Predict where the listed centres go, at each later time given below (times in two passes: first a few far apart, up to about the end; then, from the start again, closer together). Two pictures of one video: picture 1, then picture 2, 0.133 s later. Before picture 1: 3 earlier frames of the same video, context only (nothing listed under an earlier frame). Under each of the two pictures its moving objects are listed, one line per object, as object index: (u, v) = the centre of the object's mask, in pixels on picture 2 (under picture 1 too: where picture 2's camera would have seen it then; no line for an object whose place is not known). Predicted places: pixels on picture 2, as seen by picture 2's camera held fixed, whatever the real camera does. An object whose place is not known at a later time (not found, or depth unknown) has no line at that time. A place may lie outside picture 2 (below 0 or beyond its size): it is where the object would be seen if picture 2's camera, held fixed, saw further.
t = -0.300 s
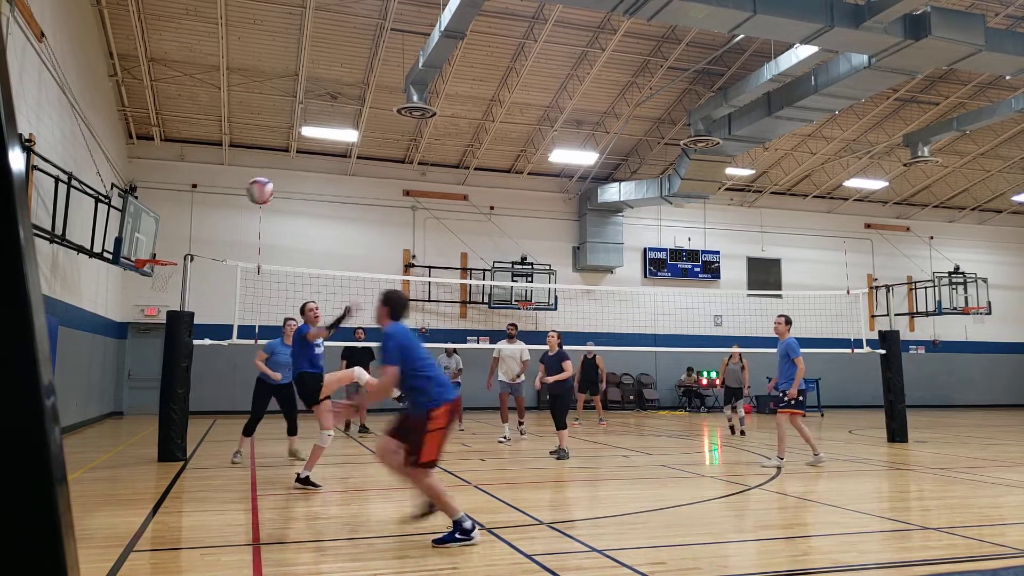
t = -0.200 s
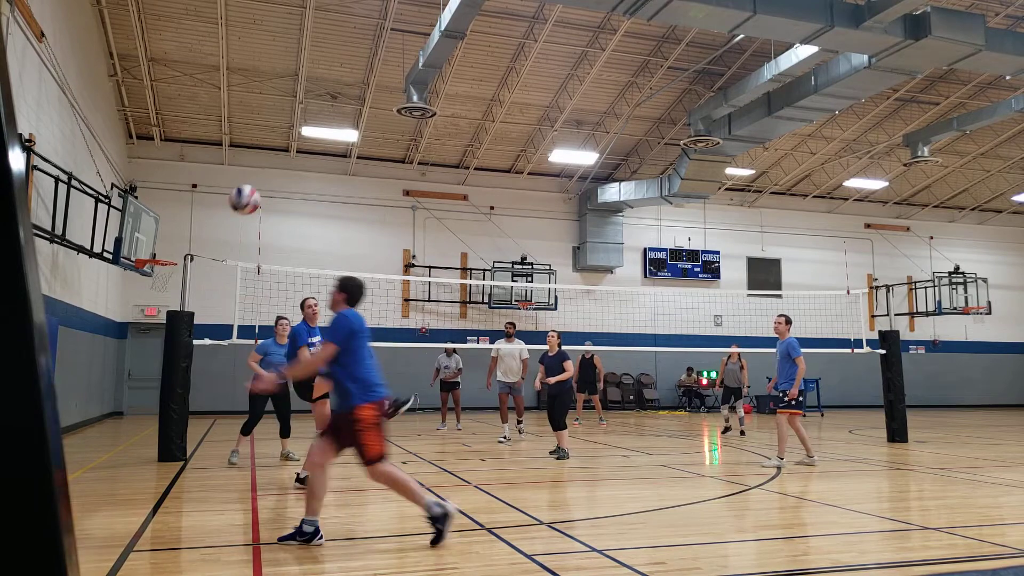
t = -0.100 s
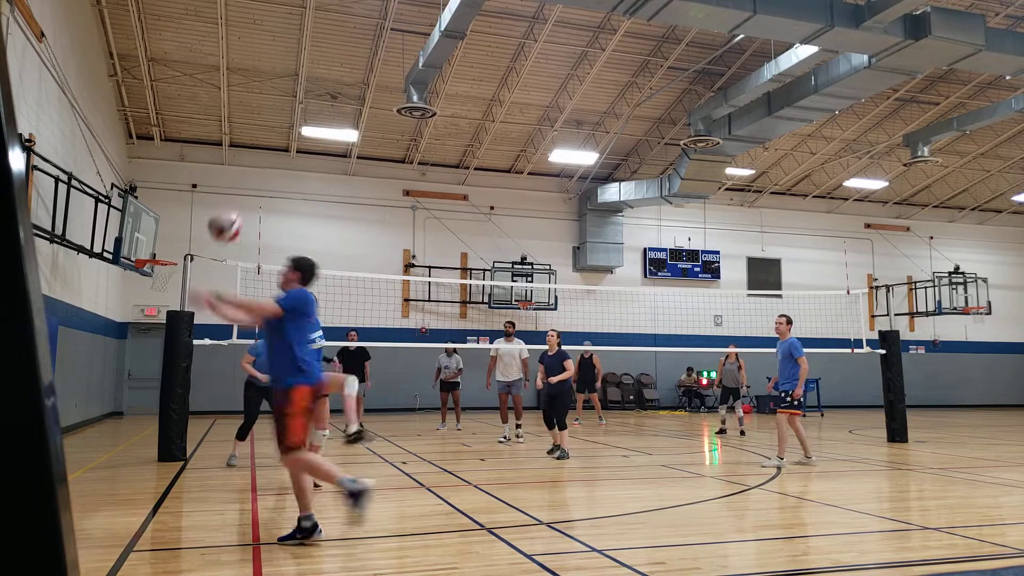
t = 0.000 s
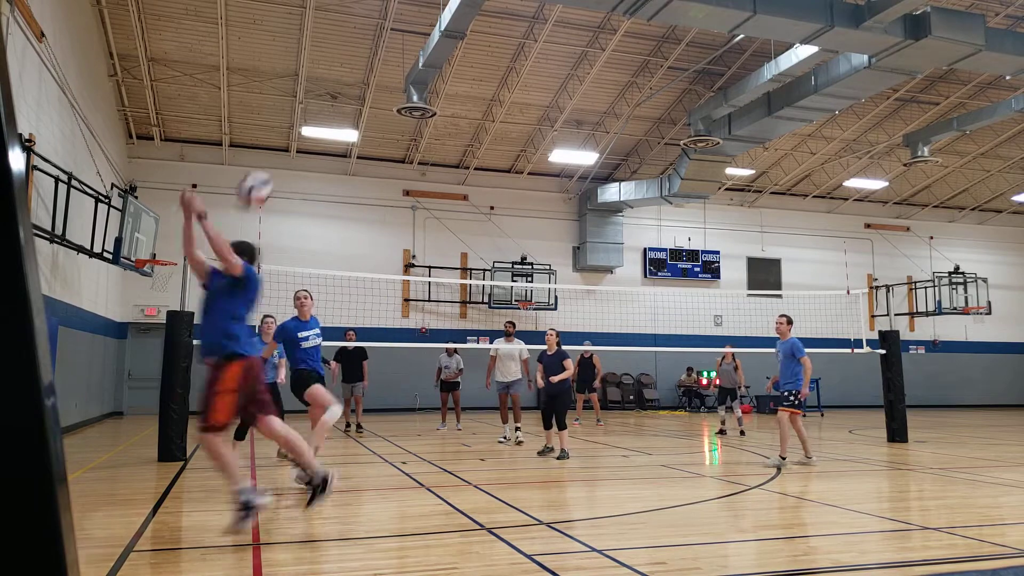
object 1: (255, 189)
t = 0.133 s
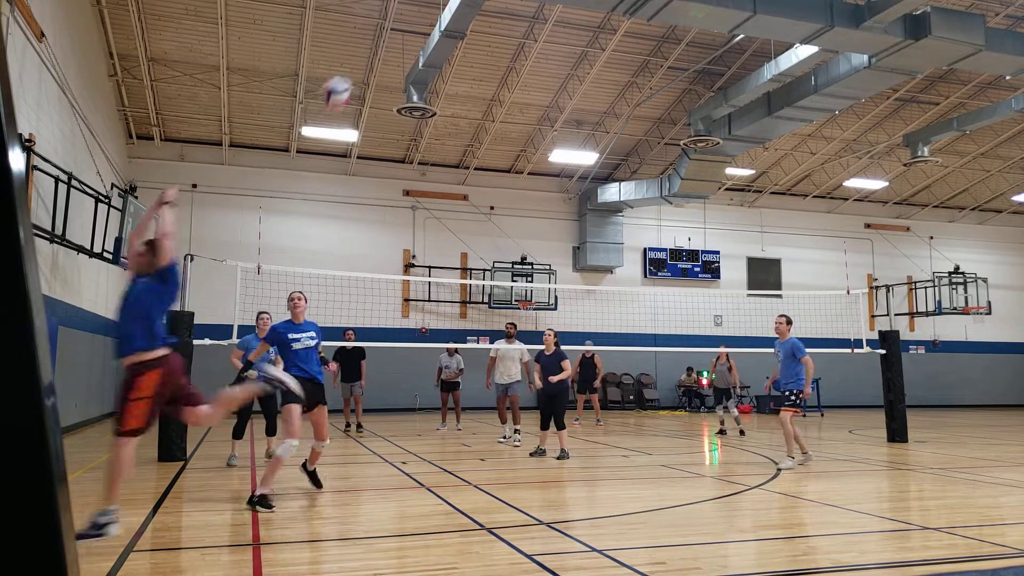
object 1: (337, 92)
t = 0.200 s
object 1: (373, 60)
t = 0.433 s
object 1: (476, 8)
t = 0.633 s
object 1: (549, 11)
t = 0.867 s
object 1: (619, 64)
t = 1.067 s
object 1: (672, 141)
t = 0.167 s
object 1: (356, 77)
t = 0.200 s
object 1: (373, 60)
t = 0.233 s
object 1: (390, 46)
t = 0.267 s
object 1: (407, 36)
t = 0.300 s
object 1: (422, 27)
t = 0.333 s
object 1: (435, 18)
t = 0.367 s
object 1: (451, 12)
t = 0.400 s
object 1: (466, 10)
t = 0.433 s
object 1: (476, 8)
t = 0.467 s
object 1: (491, 7)
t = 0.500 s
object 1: (503, 7)
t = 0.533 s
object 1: (516, 7)
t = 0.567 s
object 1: (527, 8)
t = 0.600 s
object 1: (539, 10)
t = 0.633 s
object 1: (549, 11)
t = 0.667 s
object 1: (561, 15)
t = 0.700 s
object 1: (571, 21)
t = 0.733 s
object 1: (581, 29)
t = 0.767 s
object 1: (591, 36)
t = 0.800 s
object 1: (600, 44)
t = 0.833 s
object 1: (610, 54)
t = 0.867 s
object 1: (619, 64)
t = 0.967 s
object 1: (646, 99)
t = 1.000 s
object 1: (654, 111)
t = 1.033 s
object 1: (663, 126)
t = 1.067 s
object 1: (672, 141)
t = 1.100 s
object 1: (679, 155)
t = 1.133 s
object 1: (686, 169)
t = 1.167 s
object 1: (693, 186)
